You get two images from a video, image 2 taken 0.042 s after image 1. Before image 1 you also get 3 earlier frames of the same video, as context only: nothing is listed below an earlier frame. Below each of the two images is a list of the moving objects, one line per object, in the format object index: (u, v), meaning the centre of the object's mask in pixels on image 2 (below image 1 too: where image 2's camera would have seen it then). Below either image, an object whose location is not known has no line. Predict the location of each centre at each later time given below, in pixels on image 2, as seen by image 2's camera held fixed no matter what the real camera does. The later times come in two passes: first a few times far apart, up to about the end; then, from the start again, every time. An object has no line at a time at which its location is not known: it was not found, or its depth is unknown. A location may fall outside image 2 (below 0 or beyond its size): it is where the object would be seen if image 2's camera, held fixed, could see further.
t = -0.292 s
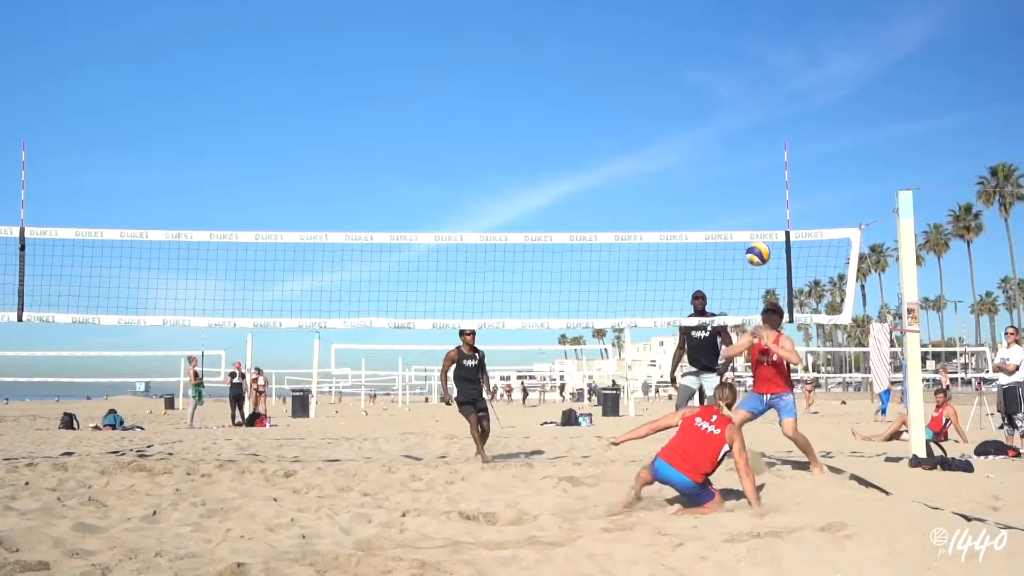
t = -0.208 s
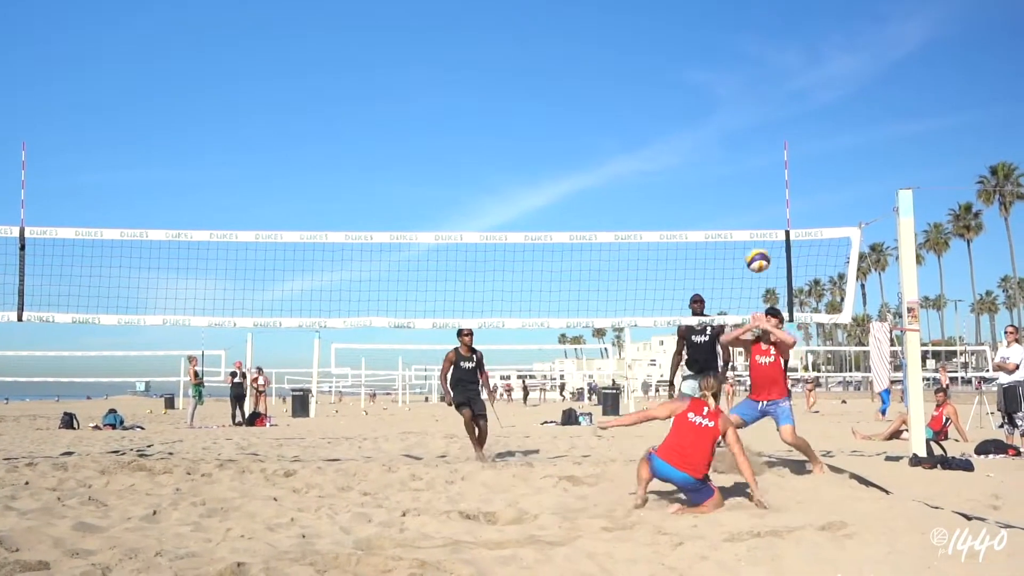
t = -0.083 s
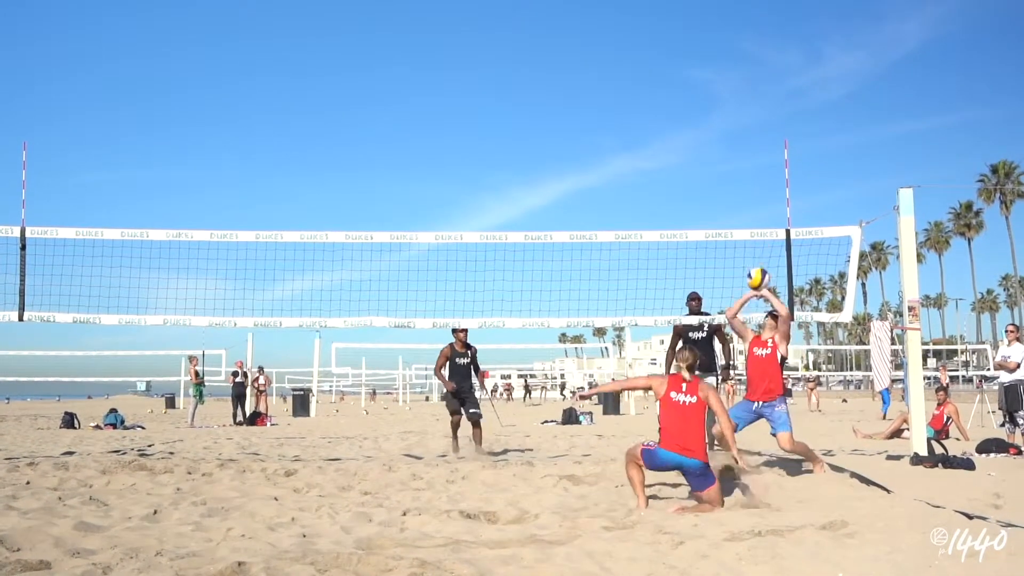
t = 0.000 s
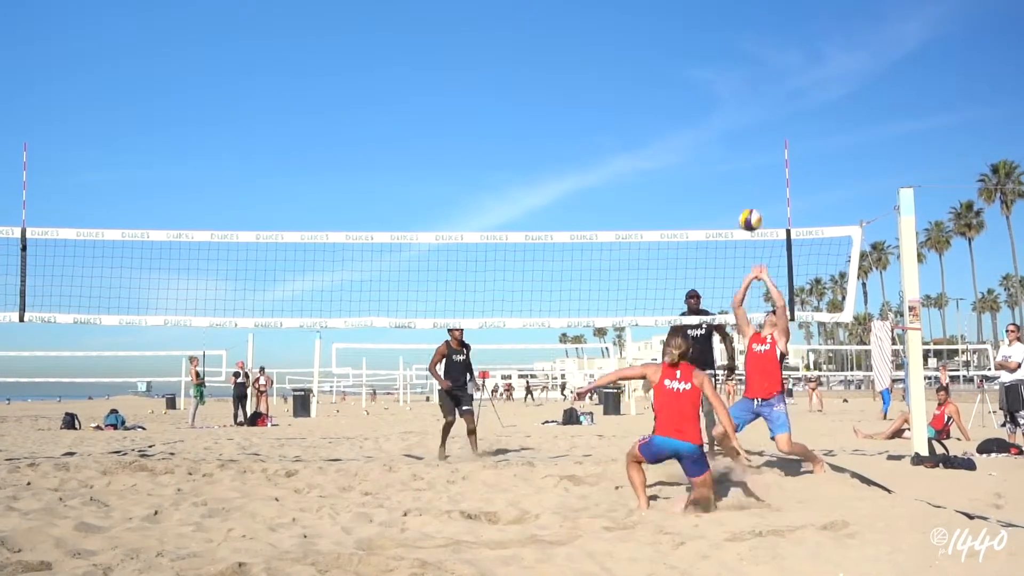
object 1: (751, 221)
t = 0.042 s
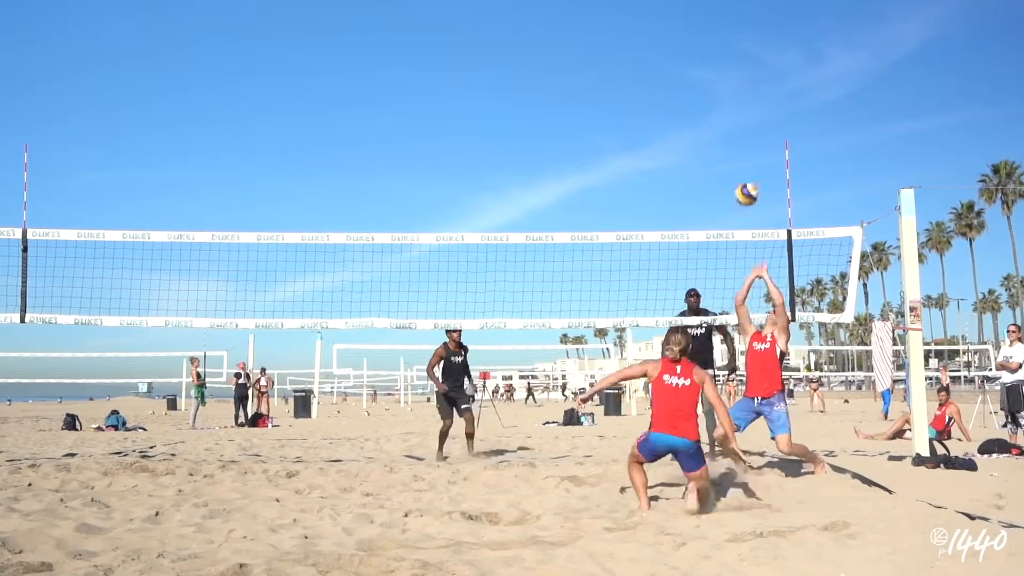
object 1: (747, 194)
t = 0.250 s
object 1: (729, 93)
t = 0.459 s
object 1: (713, 38)
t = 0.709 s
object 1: (698, 28)
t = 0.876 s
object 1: (688, 57)
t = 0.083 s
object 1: (742, 170)
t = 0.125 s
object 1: (738, 148)
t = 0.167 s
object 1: (735, 128)
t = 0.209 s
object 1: (732, 109)
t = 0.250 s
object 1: (729, 93)
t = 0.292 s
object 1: (726, 78)
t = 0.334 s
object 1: (723, 65)
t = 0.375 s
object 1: (720, 54)
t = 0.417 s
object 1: (716, 44)
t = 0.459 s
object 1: (713, 38)
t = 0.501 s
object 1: (711, 31)
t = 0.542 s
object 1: (708, 27)
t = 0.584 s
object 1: (706, 25)
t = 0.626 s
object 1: (703, 25)
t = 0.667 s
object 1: (701, 26)
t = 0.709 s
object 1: (698, 28)
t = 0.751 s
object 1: (696, 33)
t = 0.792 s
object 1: (693, 39)
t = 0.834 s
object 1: (691, 48)
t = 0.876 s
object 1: (688, 57)
